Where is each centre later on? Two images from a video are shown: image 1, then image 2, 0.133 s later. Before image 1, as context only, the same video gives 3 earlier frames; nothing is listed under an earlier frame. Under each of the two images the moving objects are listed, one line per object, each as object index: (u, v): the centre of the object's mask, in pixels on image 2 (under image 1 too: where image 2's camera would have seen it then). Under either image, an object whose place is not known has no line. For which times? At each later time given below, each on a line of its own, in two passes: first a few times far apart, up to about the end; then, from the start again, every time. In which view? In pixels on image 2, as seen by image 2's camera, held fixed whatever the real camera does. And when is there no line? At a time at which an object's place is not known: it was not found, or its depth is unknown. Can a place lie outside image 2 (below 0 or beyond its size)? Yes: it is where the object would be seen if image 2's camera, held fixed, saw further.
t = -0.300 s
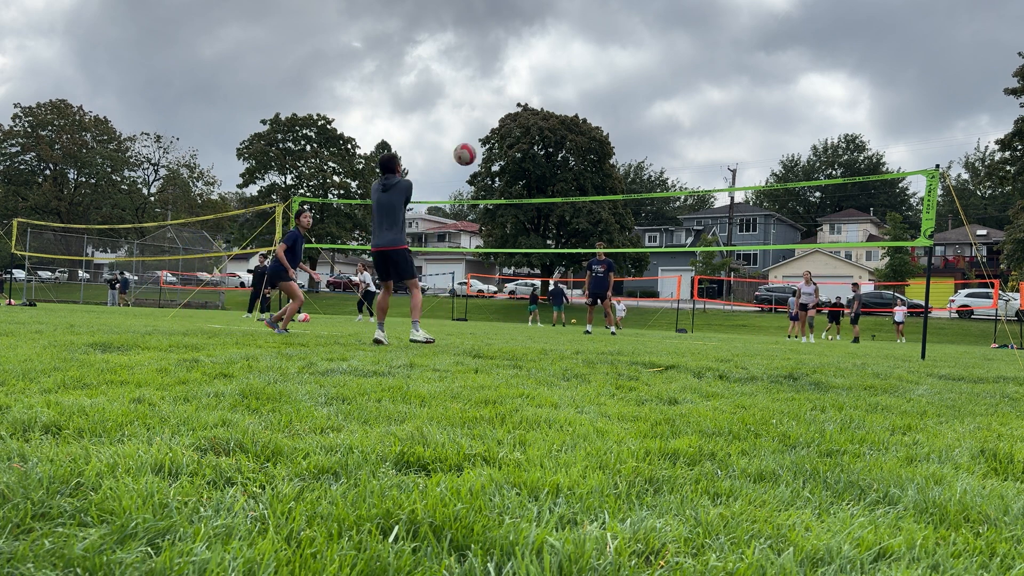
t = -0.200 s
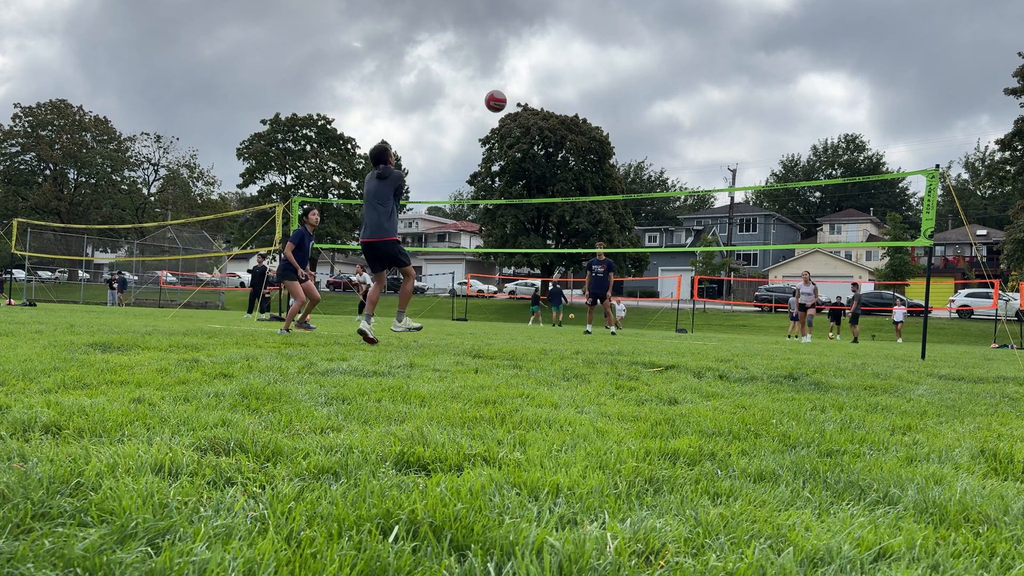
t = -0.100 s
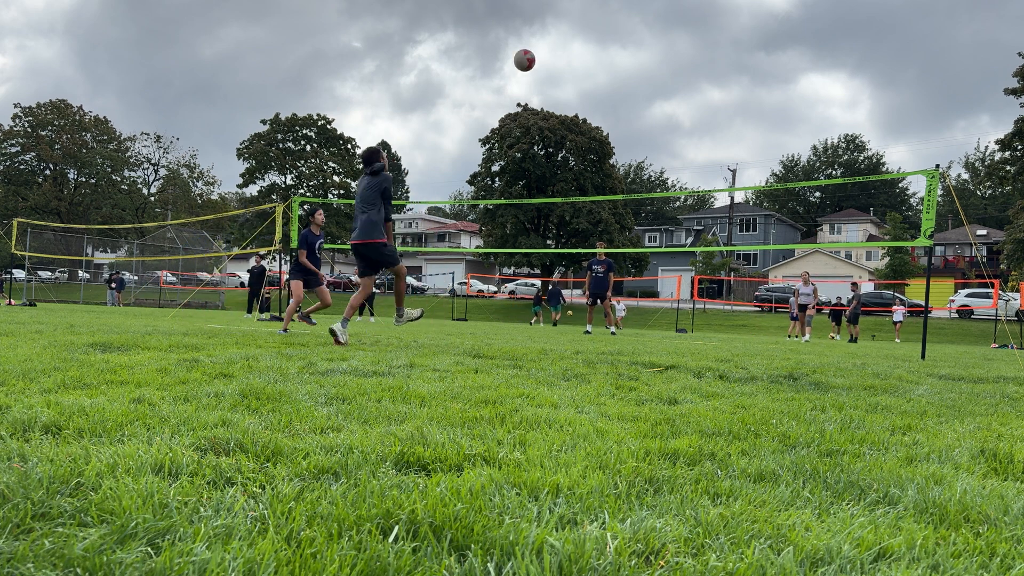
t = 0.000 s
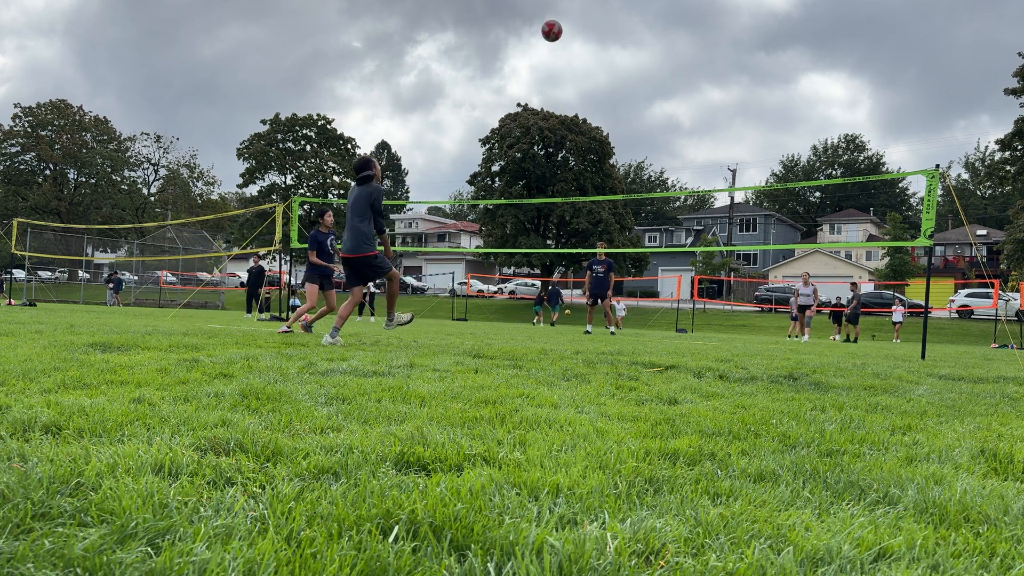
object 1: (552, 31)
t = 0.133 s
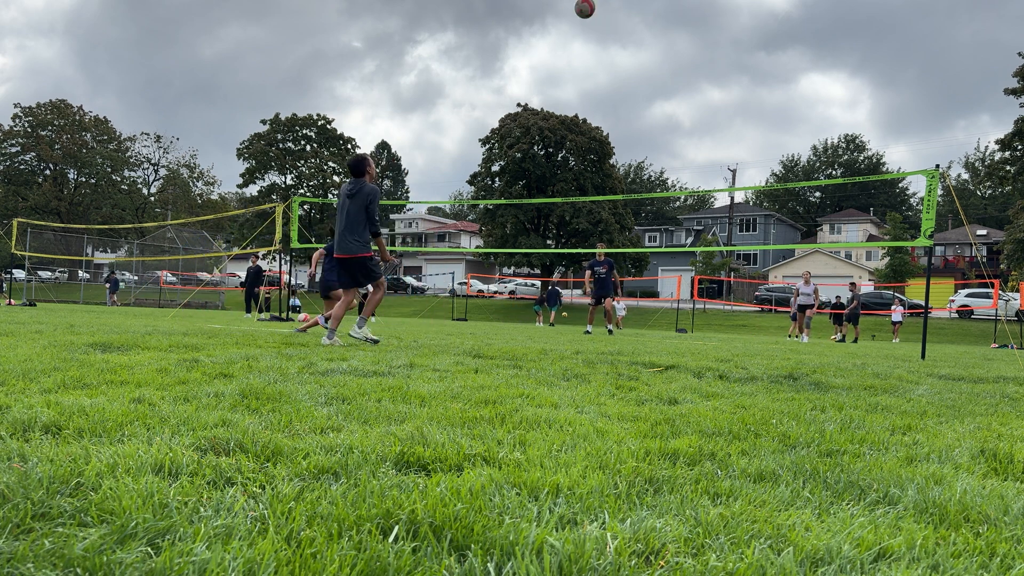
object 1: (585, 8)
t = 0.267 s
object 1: (615, 5)
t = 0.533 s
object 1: (666, 32)
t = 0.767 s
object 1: (703, 100)
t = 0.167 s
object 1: (592, 7)
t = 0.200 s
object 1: (600, 6)
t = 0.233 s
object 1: (607, 5)
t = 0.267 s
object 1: (615, 5)
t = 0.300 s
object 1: (622, 5)
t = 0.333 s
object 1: (629, 6)
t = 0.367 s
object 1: (635, 7)
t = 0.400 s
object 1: (642, 10)
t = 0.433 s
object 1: (648, 14)
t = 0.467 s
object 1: (654, 20)
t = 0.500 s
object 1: (660, 26)
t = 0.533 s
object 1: (666, 32)
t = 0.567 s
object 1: (672, 40)
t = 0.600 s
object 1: (677, 49)
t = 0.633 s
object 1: (683, 58)
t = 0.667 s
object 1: (688, 67)
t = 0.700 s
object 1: (693, 78)
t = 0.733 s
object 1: (698, 89)
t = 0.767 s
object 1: (703, 100)
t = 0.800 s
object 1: (708, 113)
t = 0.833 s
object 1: (713, 126)
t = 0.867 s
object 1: (717, 139)
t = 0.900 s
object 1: (722, 153)
